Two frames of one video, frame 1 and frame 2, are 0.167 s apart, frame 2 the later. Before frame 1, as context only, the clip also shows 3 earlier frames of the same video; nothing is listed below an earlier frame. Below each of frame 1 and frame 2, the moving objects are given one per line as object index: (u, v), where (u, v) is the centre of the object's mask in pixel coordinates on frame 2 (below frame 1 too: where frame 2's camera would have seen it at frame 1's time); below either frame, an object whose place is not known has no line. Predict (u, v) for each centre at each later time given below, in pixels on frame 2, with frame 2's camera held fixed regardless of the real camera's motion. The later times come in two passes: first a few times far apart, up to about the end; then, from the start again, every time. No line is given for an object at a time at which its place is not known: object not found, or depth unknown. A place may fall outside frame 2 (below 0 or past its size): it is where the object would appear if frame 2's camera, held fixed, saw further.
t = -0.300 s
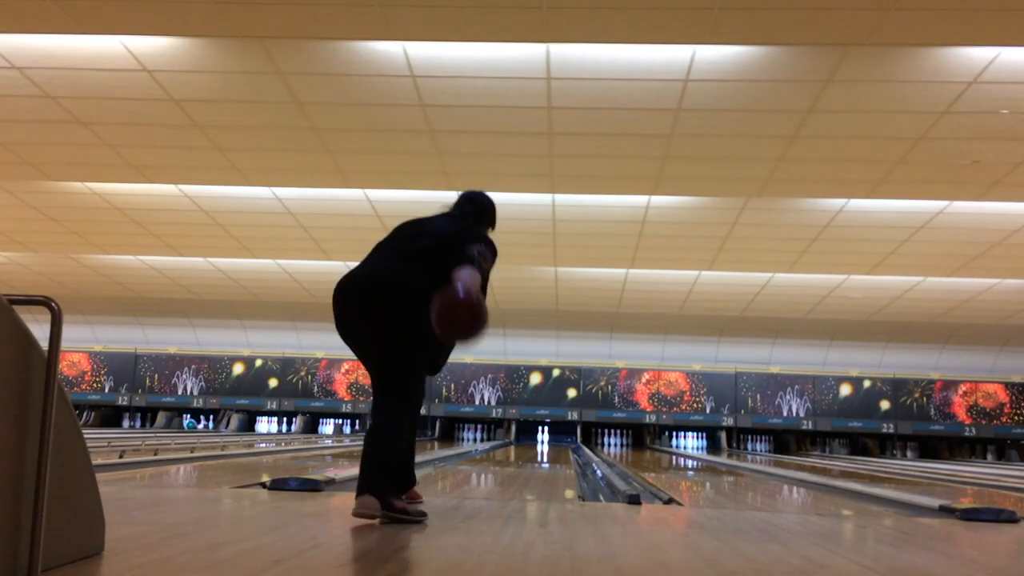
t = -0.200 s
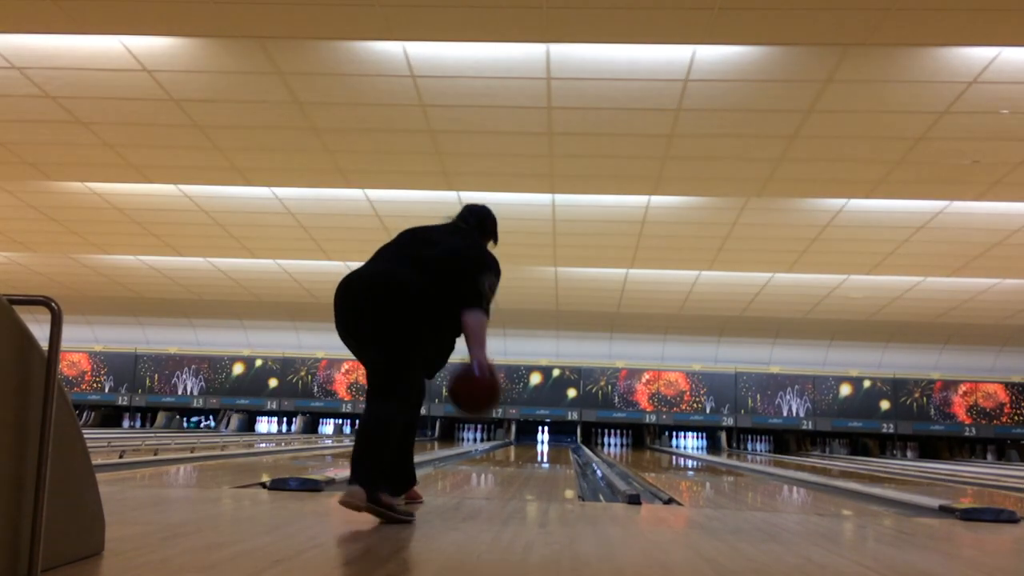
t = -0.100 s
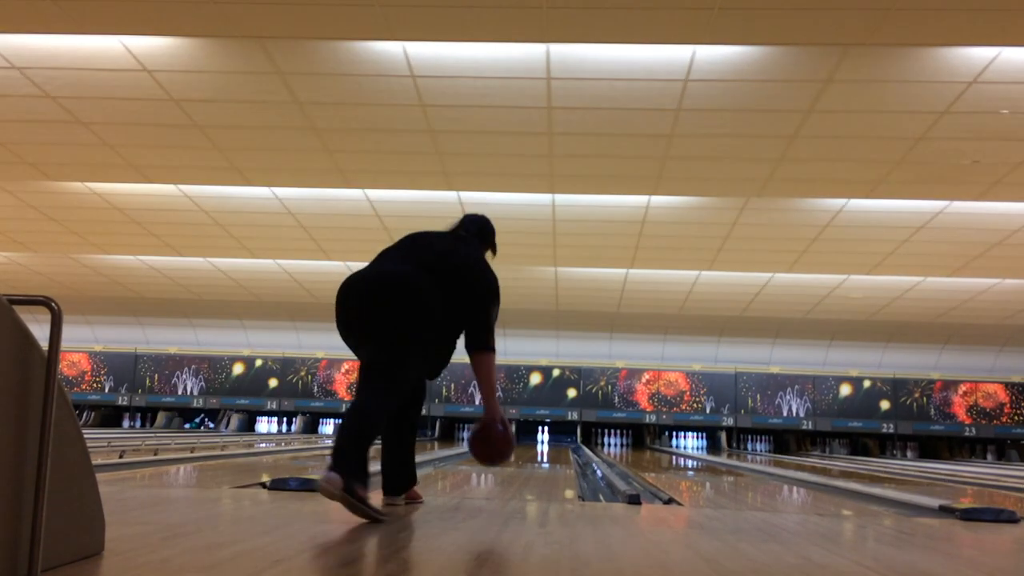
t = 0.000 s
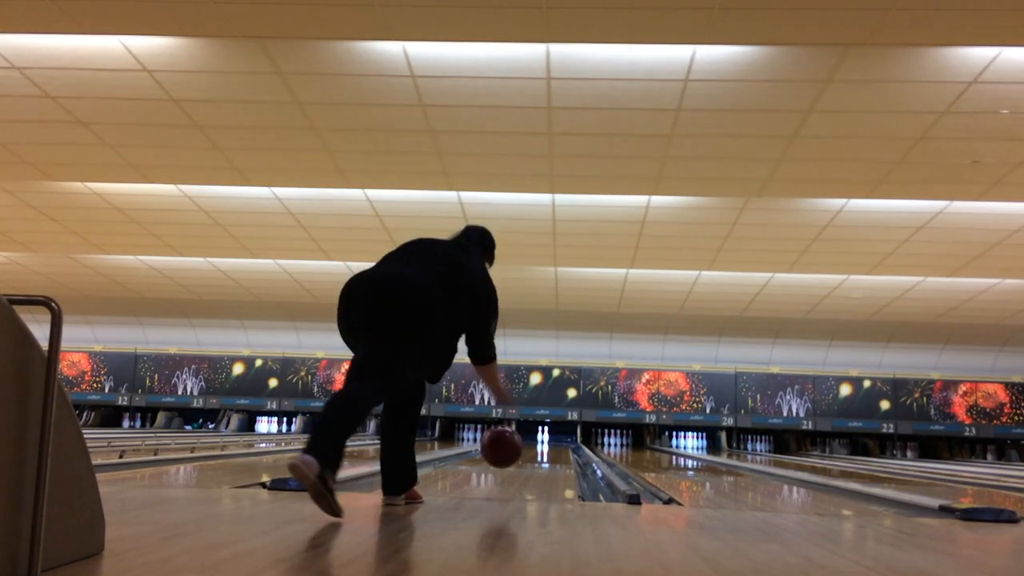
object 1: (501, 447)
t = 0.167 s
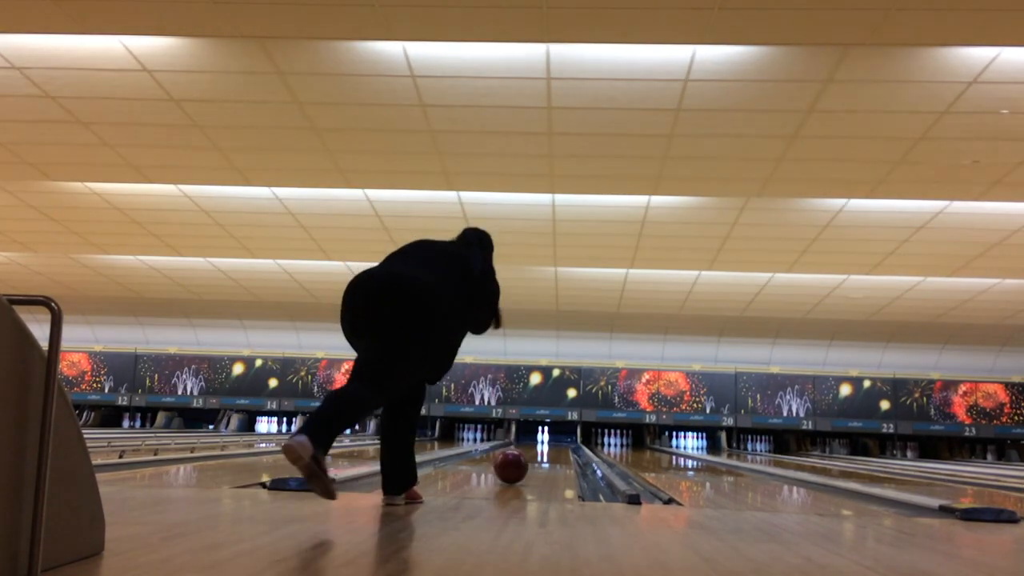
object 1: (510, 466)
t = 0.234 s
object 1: (514, 464)
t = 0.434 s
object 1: (522, 457)
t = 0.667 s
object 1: (528, 451)
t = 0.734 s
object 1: (530, 450)
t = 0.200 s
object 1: (512, 465)
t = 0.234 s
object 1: (514, 464)
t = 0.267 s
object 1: (515, 463)
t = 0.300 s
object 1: (516, 461)
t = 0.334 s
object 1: (518, 460)
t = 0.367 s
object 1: (519, 459)
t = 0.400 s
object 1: (520, 458)
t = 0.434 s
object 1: (522, 457)
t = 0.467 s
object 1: (523, 456)
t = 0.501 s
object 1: (523, 456)
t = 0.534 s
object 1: (524, 455)
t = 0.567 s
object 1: (525, 454)
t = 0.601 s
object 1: (526, 453)
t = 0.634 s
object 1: (527, 452)
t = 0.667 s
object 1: (528, 451)
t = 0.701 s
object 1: (529, 450)
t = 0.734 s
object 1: (530, 450)
